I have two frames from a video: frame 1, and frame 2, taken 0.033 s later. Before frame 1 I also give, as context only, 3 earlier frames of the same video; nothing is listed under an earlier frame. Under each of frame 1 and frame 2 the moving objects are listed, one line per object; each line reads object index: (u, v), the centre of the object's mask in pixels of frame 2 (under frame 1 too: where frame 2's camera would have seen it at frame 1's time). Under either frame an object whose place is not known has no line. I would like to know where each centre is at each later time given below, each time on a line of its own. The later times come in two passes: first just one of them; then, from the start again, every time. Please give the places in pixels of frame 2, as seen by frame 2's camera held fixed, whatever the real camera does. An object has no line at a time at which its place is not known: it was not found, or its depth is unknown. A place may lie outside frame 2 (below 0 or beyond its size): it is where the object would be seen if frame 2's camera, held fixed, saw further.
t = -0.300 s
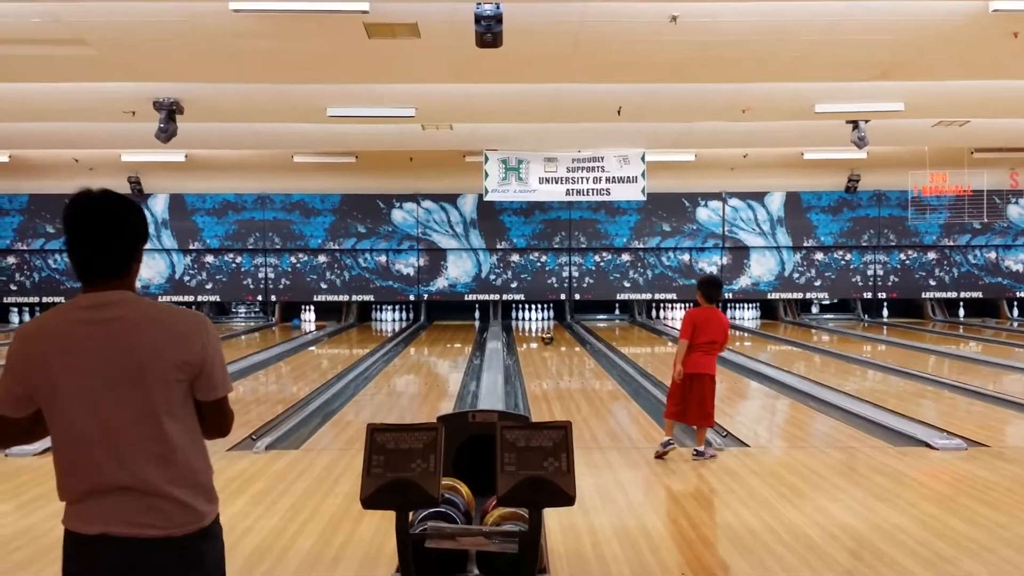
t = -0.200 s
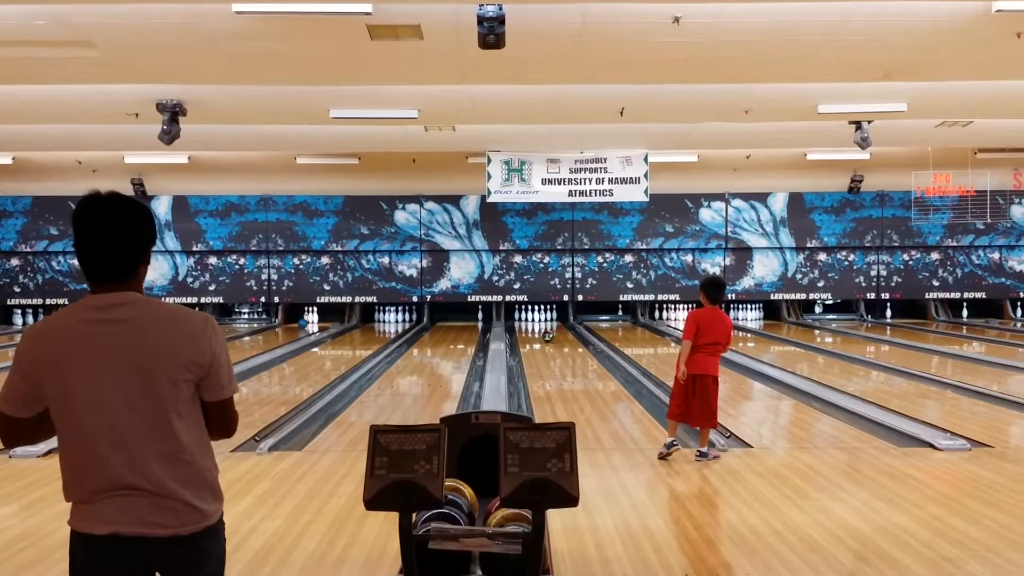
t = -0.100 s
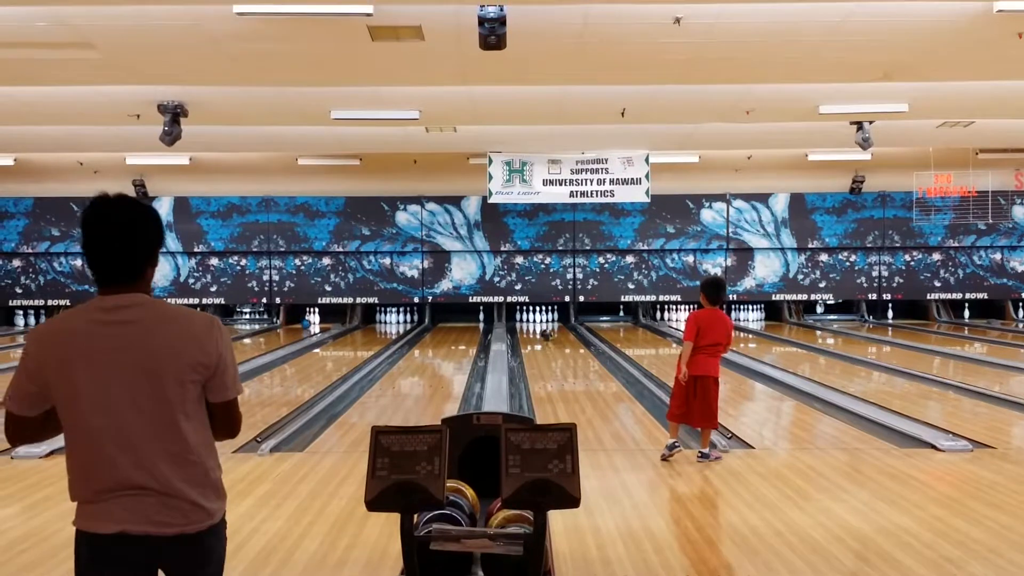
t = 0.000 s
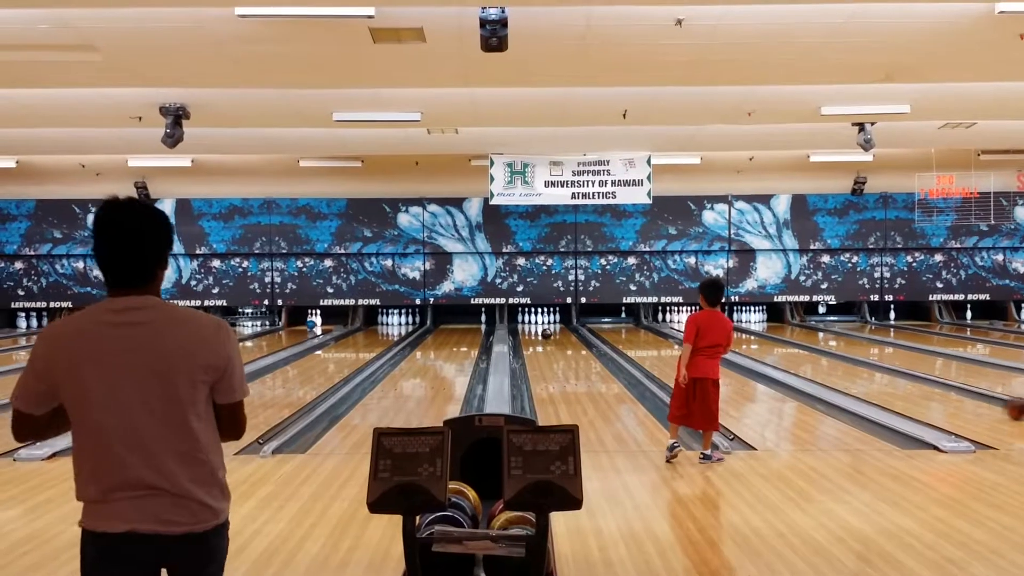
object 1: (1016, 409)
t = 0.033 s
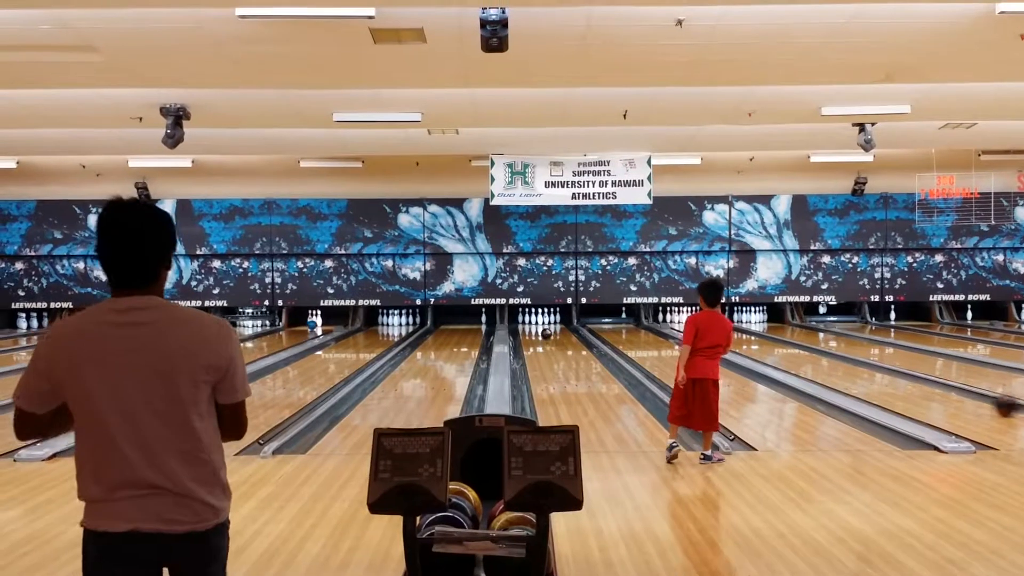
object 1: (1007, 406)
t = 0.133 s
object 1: (973, 396)
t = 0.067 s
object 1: (995, 402)
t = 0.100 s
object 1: (984, 399)
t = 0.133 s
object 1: (973, 396)
